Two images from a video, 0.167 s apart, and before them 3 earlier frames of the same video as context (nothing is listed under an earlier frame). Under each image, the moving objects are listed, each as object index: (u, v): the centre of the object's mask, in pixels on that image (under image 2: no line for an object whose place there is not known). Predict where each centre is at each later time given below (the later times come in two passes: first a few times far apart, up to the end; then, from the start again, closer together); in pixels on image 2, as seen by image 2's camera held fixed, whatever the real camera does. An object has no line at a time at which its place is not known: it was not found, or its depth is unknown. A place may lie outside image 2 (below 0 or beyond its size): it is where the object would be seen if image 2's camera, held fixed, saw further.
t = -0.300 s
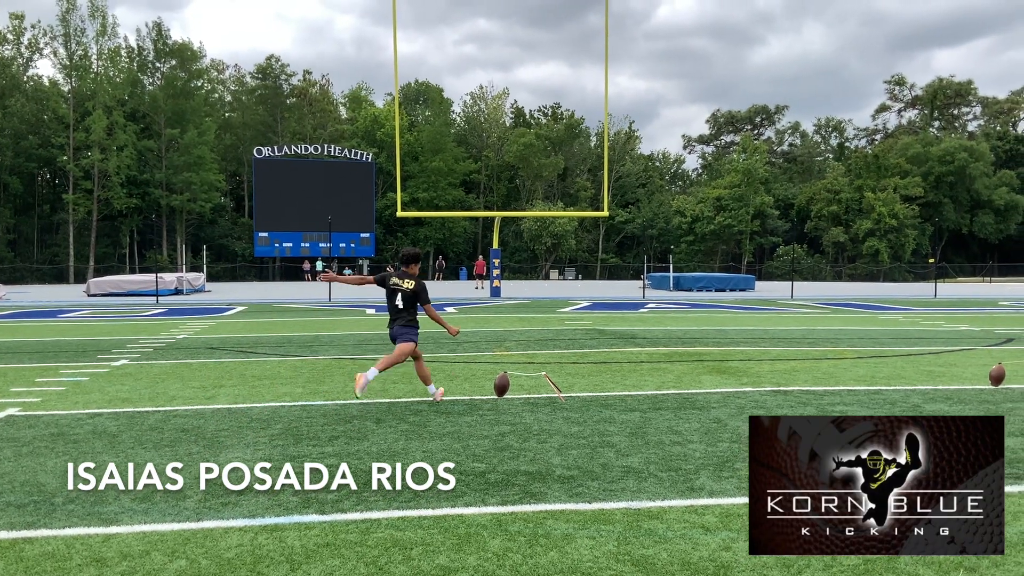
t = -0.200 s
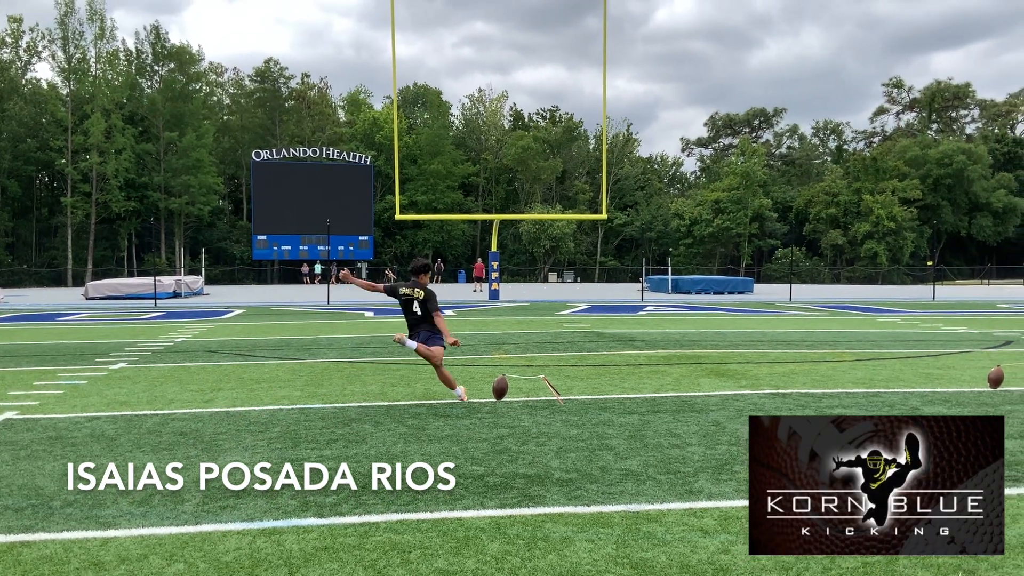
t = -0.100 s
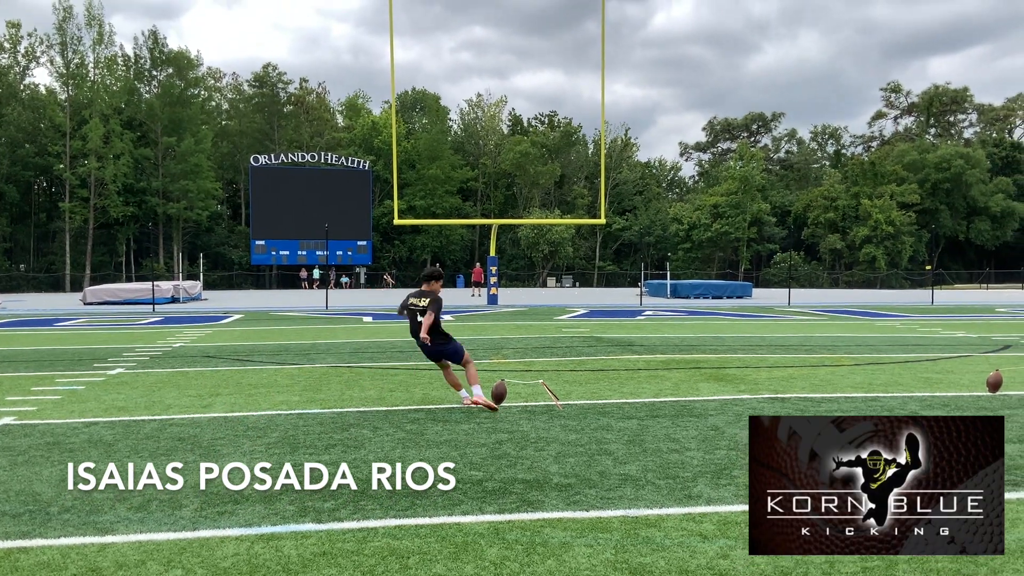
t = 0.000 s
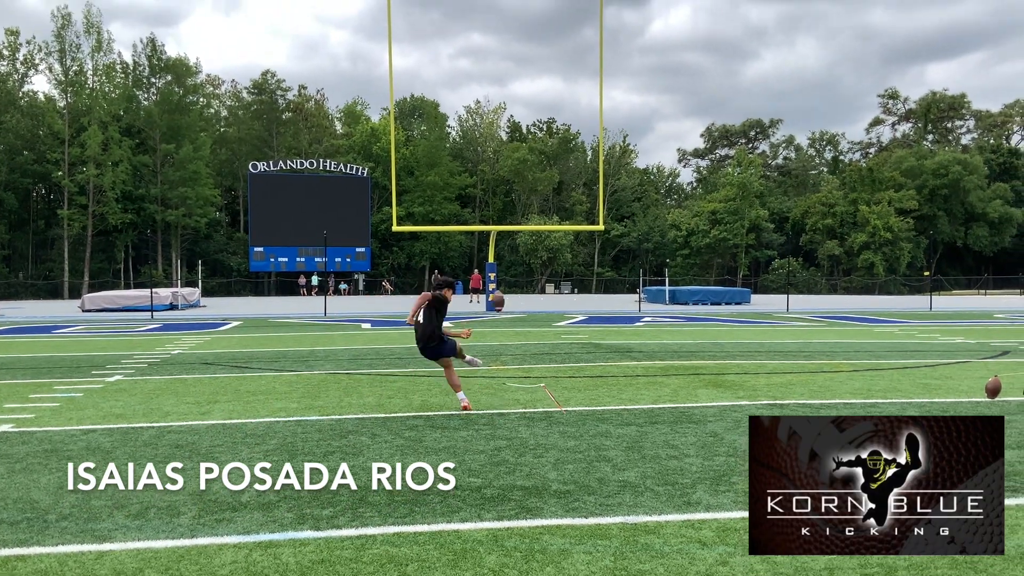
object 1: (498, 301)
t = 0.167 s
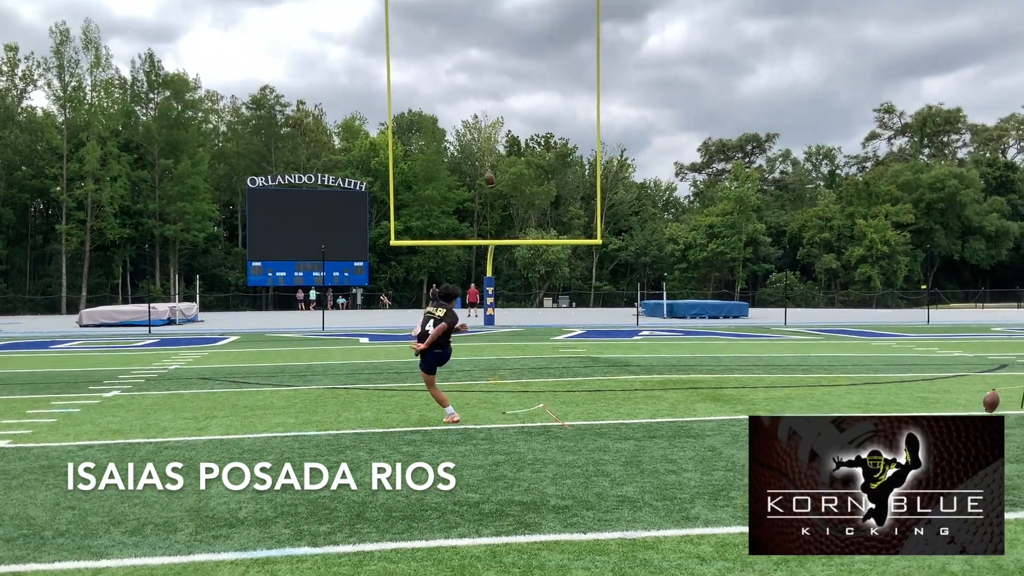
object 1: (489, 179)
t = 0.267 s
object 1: (483, 129)
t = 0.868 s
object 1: (439, 18)
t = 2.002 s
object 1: (363, 118)
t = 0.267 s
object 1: (483, 129)
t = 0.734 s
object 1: (449, 25)
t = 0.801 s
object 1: (444, 21)
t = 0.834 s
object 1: (441, 19)
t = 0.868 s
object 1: (439, 18)
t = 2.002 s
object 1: (363, 118)
